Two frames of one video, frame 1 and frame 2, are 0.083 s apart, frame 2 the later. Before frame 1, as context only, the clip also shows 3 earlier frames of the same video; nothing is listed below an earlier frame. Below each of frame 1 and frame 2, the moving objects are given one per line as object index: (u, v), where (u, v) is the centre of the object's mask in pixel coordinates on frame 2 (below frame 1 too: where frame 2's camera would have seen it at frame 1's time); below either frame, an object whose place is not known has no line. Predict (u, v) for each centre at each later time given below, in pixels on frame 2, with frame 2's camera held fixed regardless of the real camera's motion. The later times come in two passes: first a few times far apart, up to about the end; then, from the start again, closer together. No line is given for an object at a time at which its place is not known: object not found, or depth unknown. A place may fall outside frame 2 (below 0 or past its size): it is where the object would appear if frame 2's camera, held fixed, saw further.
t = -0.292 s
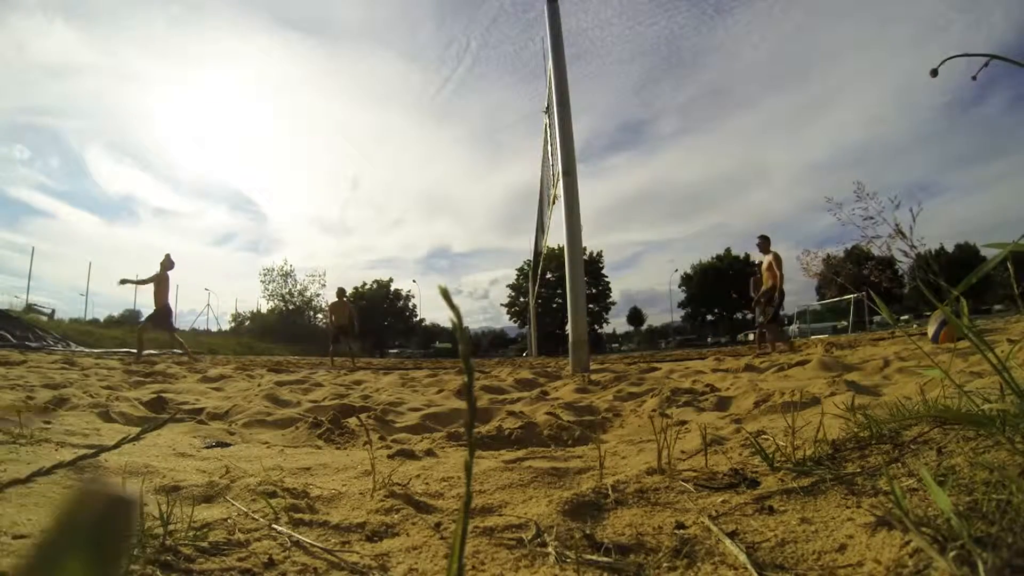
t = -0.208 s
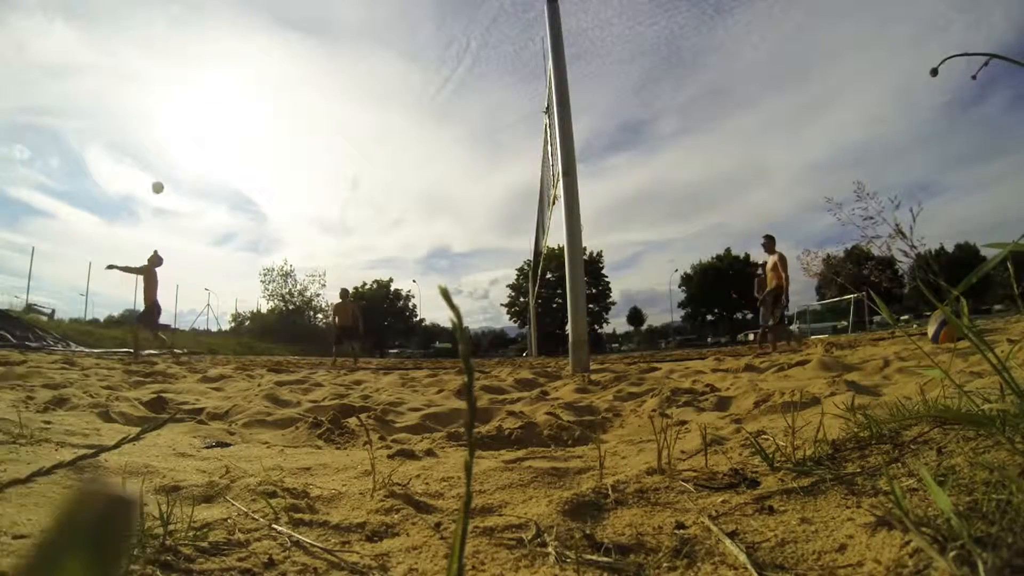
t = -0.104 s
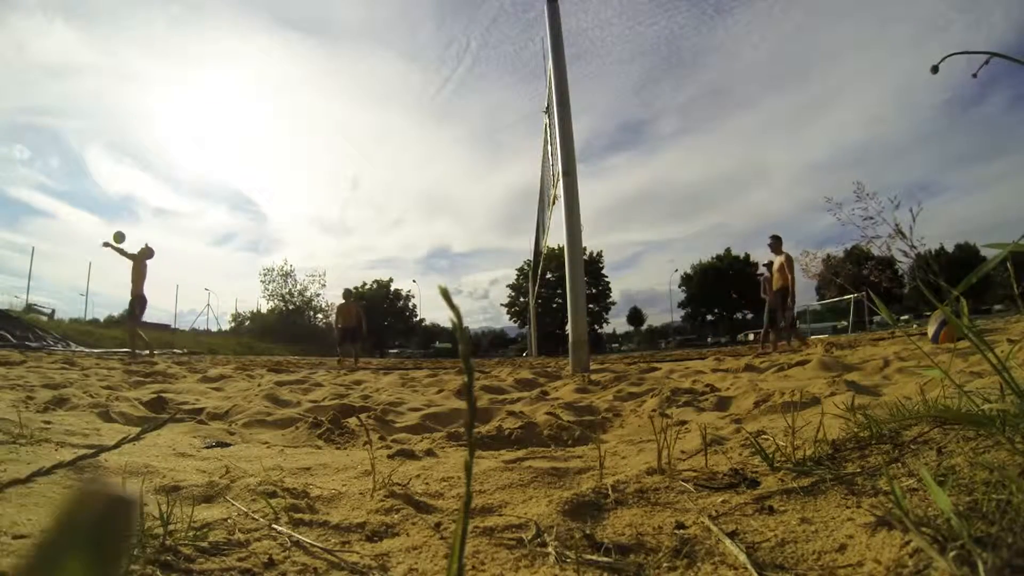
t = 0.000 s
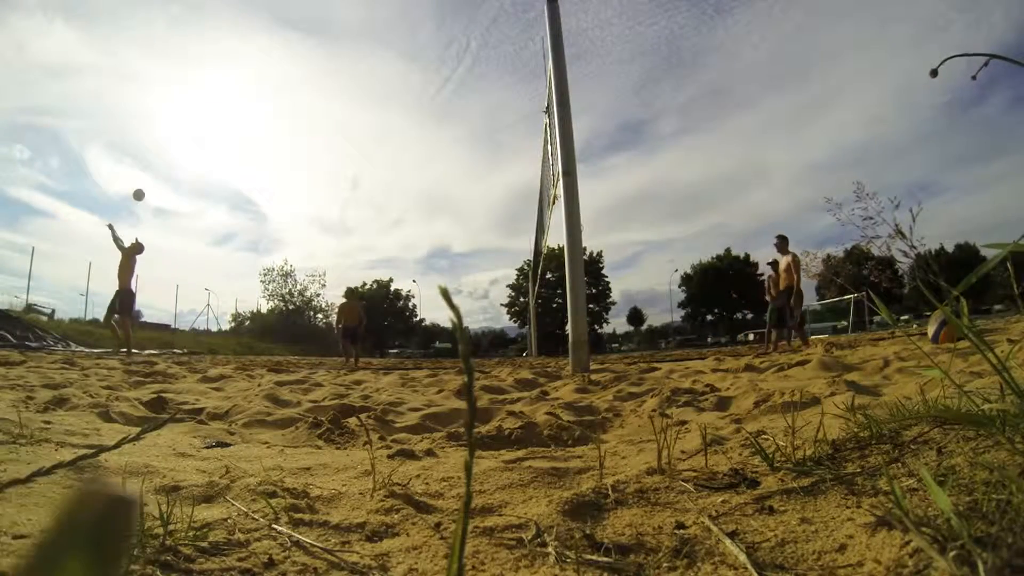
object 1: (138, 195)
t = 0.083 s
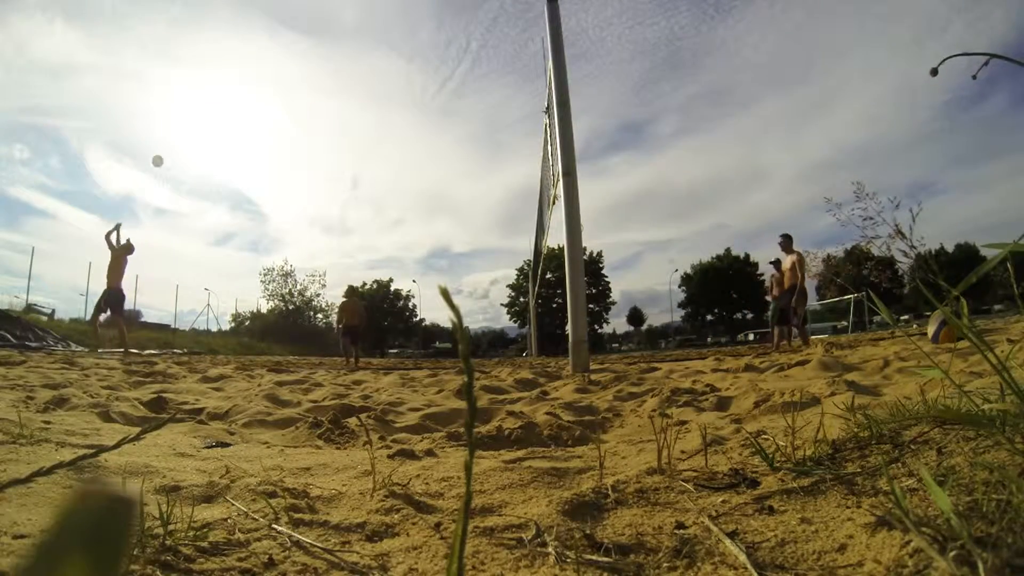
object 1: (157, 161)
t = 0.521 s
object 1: (239, 67)
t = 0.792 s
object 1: (273, 62)
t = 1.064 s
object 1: (297, 87)
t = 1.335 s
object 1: (315, 145)
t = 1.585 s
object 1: (329, 233)
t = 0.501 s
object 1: (236, 69)
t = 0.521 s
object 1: (239, 67)
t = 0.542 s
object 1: (243, 66)
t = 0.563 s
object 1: (246, 64)
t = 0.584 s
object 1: (248, 63)
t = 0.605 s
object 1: (251, 62)
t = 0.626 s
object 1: (254, 61)
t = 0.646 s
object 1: (257, 61)
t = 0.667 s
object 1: (259, 60)
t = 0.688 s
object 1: (262, 60)
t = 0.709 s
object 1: (264, 60)
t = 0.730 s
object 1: (266, 60)
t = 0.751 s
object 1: (269, 61)
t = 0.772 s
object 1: (271, 61)
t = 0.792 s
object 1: (273, 62)
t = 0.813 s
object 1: (275, 63)
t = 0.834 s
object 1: (277, 64)
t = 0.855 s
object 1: (279, 65)
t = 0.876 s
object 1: (281, 67)
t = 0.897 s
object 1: (283, 68)
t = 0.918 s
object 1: (285, 70)
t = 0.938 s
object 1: (287, 72)
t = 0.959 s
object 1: (289, 74)
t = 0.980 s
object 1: (290, 77)
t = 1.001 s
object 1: (292, 79)
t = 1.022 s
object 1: (294, 82)
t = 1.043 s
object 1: (295, 84)
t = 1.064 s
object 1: (297, 87)
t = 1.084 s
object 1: (299, 90)
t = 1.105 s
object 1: (300, 94)
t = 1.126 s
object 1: (302, 97)
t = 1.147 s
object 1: (303, 101)
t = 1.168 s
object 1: (305, 105)
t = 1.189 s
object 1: (306, 109)
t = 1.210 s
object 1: (307, 114)
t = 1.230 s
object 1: (309, 118)
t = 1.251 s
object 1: (310, 123)
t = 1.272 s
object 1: (312, 128)
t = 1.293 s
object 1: (313, 134)
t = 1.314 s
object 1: (314, 139)
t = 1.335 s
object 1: (315, 145)
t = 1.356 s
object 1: (316, 151)
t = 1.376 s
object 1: (317, 157)
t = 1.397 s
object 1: (319, 163)
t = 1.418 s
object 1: (320, 170)
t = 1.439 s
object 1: (321, 177)
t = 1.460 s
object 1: (322, 184)
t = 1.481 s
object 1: (323, 192)
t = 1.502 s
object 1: (324, 200)
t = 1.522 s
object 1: (325, 207)
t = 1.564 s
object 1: (328, 224)
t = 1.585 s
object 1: (329, 233)
